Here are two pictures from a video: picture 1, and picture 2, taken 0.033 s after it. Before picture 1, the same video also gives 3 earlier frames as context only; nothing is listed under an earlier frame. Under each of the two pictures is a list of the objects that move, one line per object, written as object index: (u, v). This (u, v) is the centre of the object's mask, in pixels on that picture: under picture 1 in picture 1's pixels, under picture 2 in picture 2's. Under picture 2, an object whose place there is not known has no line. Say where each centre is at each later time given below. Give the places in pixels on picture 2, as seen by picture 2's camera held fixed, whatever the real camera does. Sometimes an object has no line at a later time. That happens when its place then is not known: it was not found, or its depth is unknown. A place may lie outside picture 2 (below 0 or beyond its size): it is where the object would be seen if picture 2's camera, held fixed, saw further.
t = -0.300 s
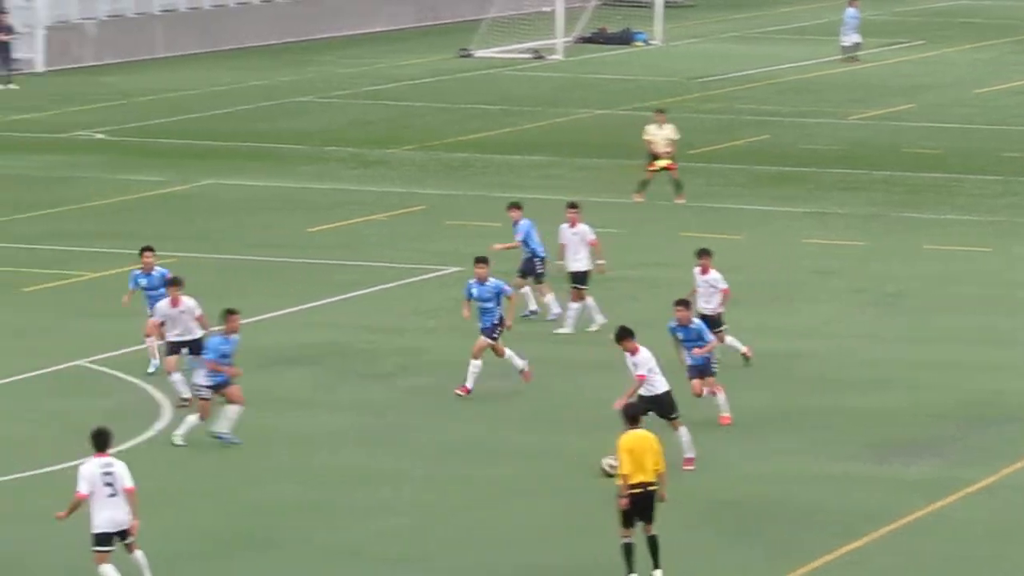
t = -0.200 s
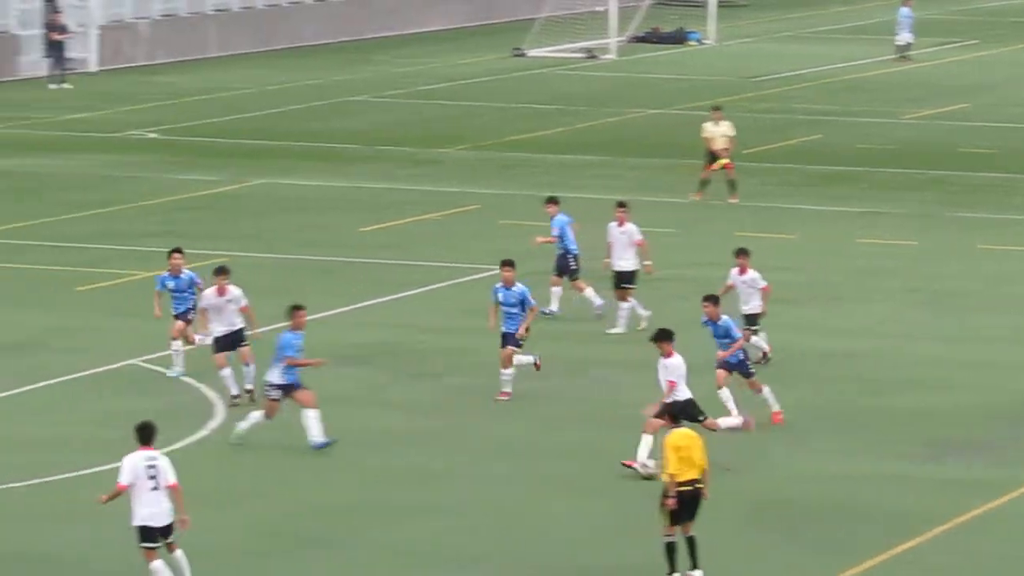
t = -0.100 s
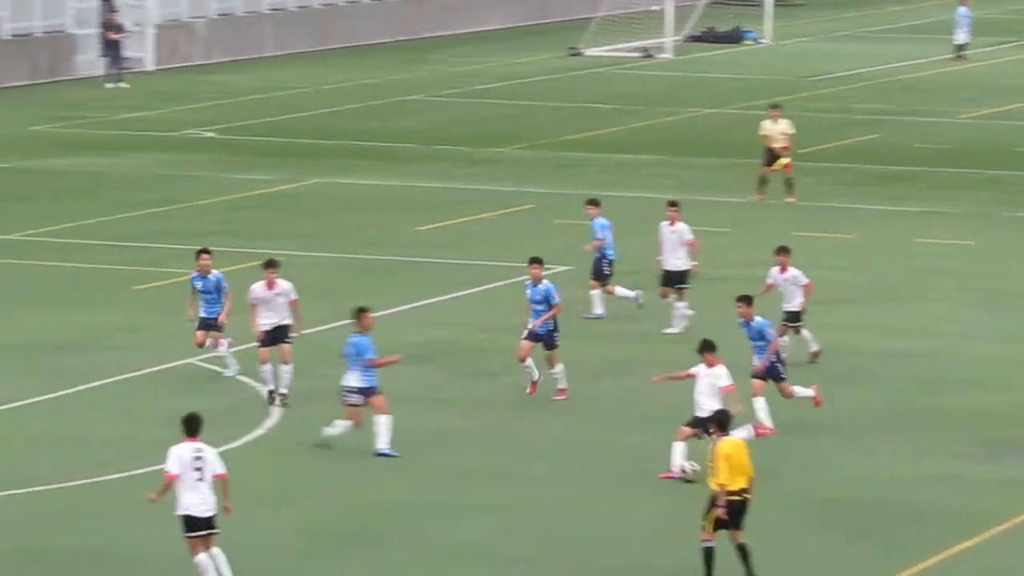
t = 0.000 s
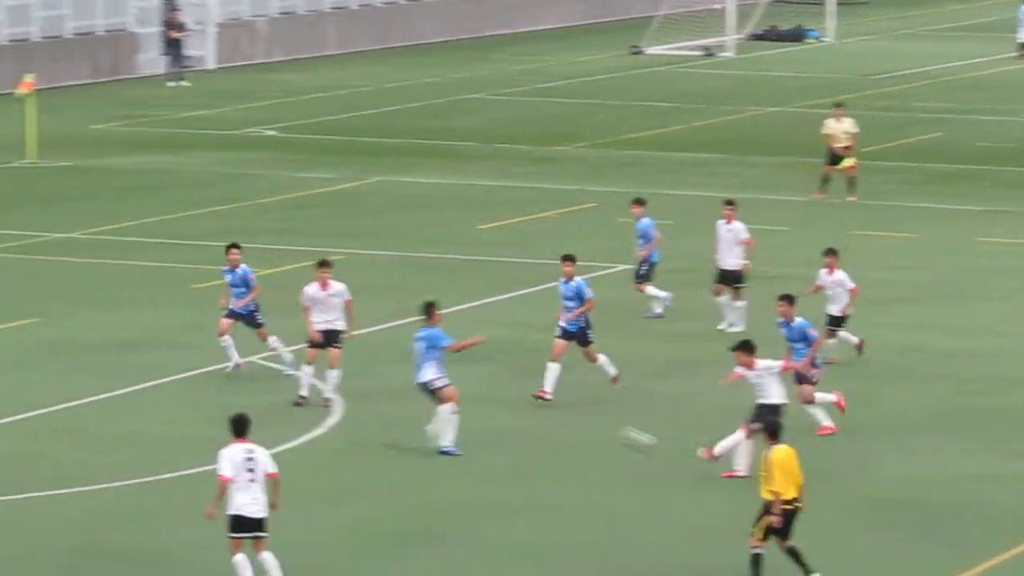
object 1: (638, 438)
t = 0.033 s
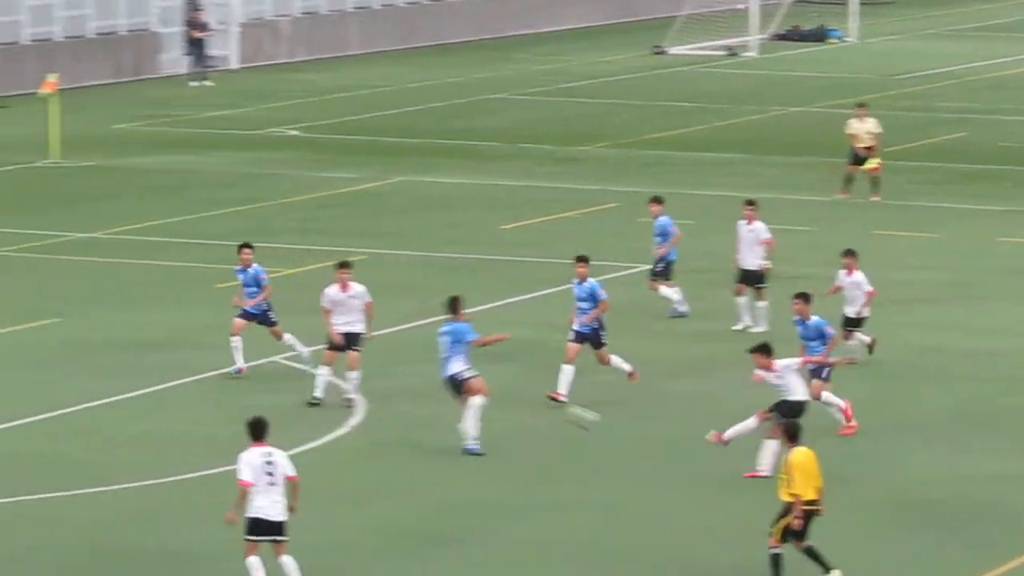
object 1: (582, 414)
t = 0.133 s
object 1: (359, 360)
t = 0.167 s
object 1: (293, 344)
